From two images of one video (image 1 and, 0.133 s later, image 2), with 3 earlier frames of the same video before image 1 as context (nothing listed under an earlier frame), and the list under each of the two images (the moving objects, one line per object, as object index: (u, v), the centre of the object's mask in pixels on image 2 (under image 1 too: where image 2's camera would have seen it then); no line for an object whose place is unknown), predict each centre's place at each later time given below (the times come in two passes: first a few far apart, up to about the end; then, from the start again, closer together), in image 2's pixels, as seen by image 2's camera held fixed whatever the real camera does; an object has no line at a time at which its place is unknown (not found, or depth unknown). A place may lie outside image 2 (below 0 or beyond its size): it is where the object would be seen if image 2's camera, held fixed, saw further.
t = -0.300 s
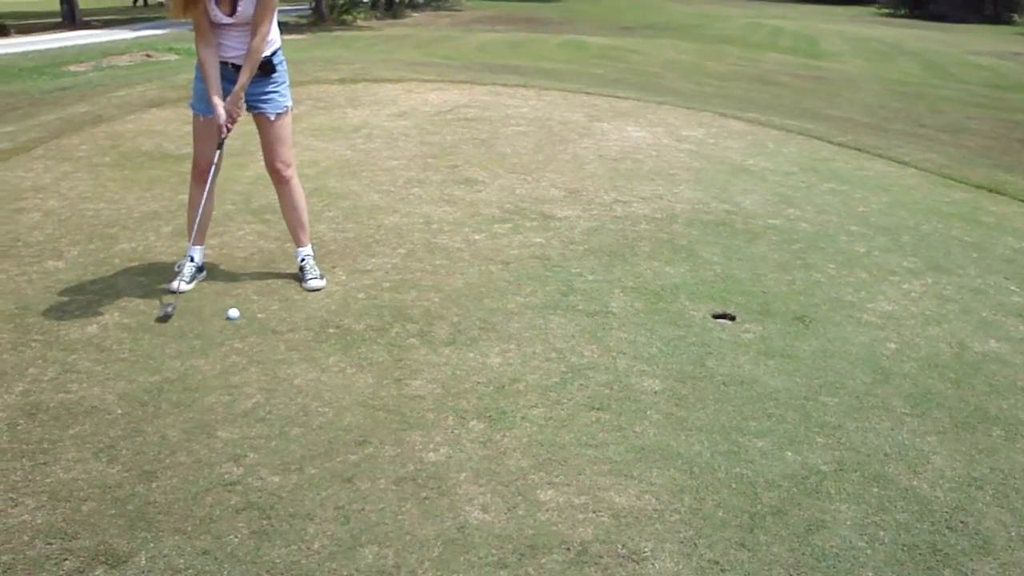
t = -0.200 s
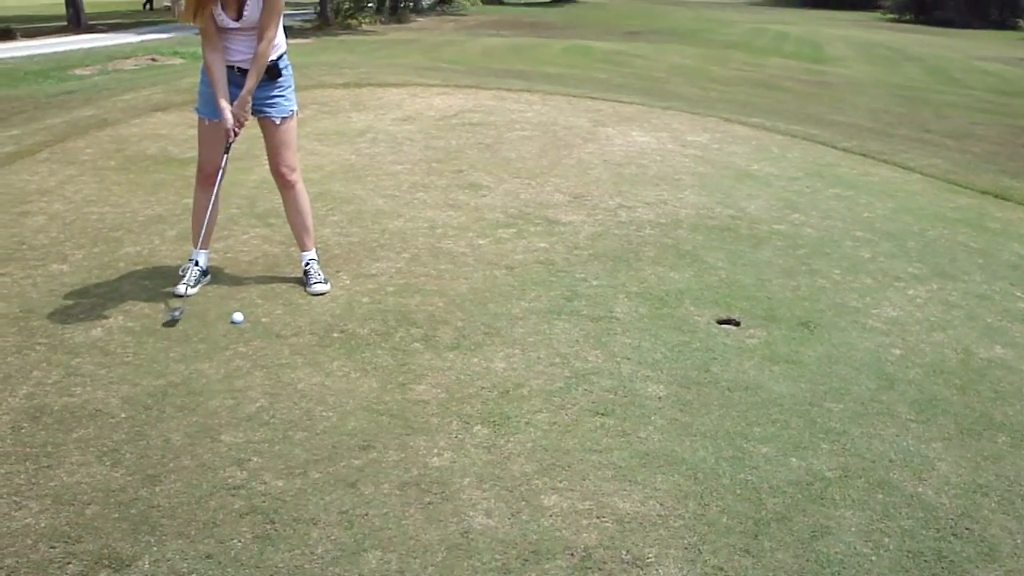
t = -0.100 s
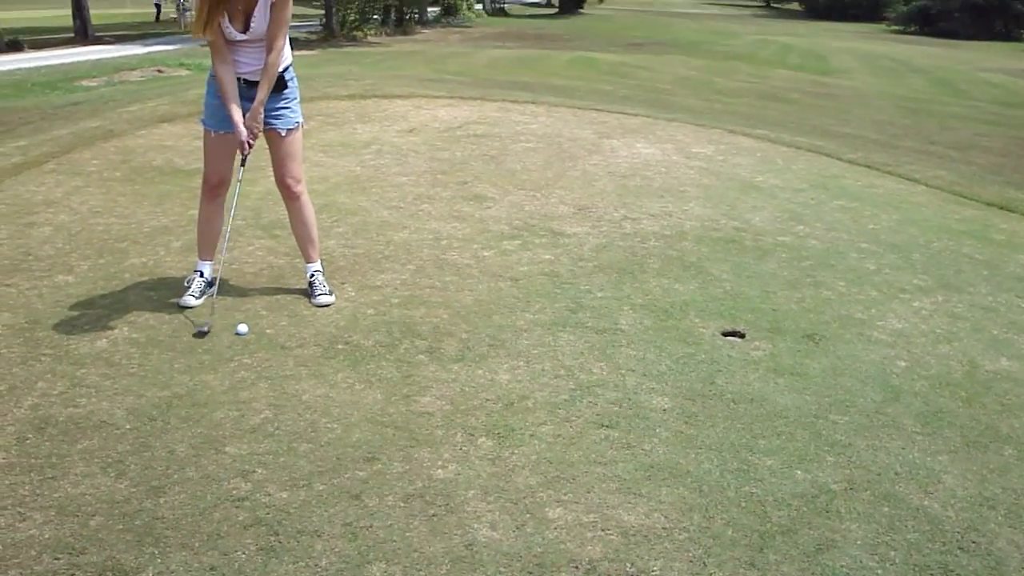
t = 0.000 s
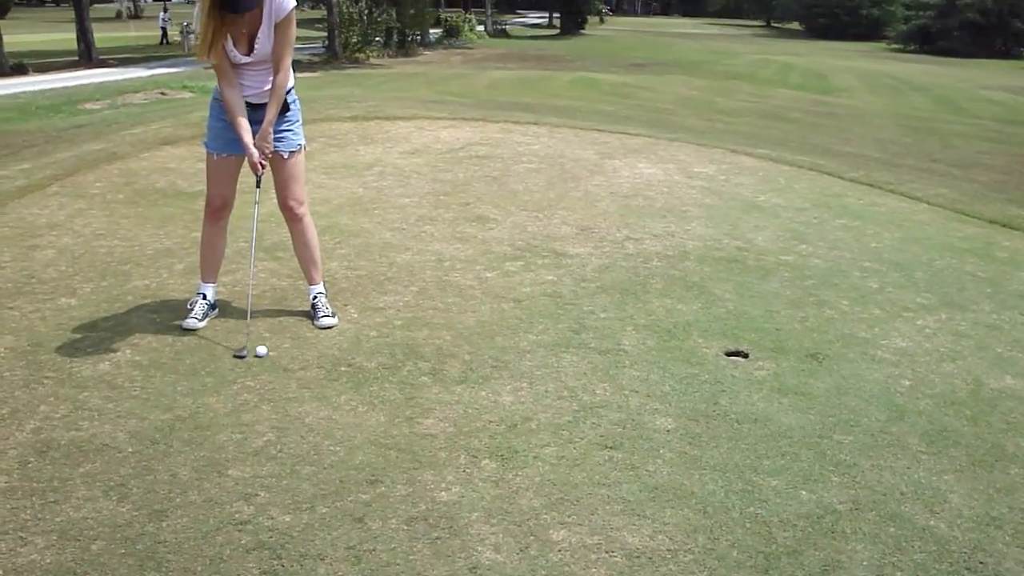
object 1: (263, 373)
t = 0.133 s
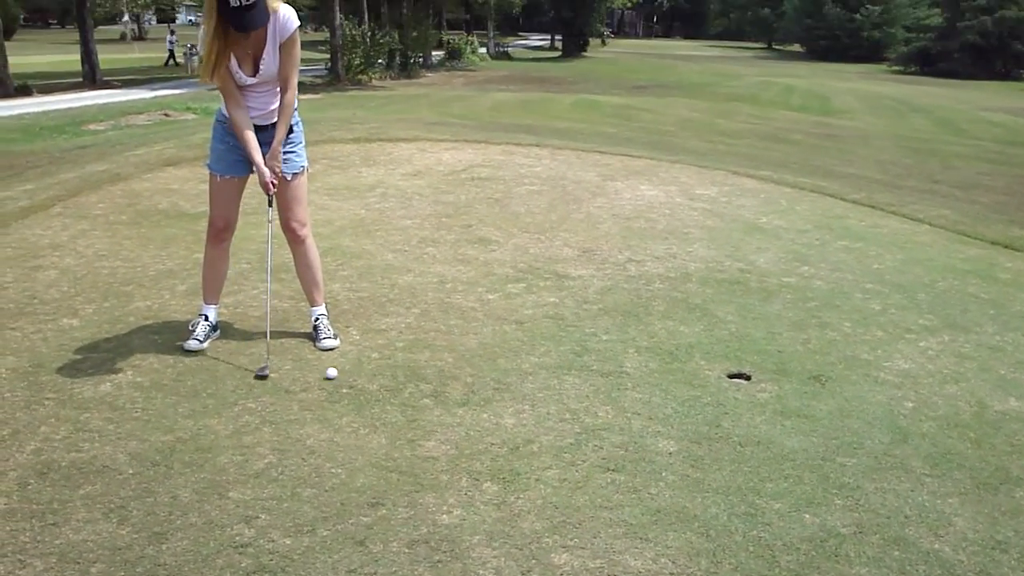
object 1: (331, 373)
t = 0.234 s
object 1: (371, 374)
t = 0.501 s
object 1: (466, 376)
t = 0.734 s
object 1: (536, 376)
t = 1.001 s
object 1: (600, 377)
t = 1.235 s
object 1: (644, 377)
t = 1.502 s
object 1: (682, 377)
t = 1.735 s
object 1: (703, 378)
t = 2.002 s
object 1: (716, 380)
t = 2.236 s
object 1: (717, 381)
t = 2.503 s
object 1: (717, 381)
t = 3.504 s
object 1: (716, 381)
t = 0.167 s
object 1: (346, 375)
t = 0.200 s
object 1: (359, 374)
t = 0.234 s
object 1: (371, 374)
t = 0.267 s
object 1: (384, 376)
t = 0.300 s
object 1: (396, 375)
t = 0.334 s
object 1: (409, 375)
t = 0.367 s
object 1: (421, 375)
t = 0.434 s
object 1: (443, 375)
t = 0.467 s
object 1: (455, 376)
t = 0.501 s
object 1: (466, 376)
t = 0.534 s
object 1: (476, 375)
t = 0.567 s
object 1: (487, 376)
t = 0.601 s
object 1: (497, 376)
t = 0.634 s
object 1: (507, 376)
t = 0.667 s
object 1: (517, 377)
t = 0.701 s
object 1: (526, 376)
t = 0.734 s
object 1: (536, 376)
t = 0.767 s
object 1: (544, 375)
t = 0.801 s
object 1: (553, 376)
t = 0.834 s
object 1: (561, 376)
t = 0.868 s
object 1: (569, 376)
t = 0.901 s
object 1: (577, 377)
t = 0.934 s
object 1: (584, 377)
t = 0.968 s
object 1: (592, 377)
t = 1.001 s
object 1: (600, 377)
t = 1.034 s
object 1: (607, 378)
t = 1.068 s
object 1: (614, 377)
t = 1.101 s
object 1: (620, 377)
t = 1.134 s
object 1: (626, 377)
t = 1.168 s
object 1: (632, 377)
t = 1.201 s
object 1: (638, 377)
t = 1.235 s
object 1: (644, 377)
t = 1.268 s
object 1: (650, 376)
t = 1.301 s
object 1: (655, 377)
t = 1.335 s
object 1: (660, 377)
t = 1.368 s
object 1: (665, 377)
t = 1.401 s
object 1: (670, 377)
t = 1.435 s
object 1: (674, 377)
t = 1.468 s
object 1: (678, 377)
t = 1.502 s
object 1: (682, 377)
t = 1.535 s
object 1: (686, 377)
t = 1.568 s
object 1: (689, 377)
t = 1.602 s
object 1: (692, 377)
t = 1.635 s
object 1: (695, 378)
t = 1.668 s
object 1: (698, 378)
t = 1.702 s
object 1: (701, 378)
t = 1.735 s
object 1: (703, 378)
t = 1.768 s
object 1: (705, 379)
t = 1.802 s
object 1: (708, 379)
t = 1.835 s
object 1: (709, 379)
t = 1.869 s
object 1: (711, 379)
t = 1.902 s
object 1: (713, 379)
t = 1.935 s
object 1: (714, 380)
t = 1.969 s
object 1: (715, 380)
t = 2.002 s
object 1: (716, 380)
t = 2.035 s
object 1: (716, 380)
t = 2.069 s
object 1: (717, 380)
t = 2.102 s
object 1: (717, 380)
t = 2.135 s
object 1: (717, 381)
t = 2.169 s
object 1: (718, 381)
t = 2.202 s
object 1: (717, 381)
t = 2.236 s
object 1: (717, 381)
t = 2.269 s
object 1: (717, 381)
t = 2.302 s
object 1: (717, 381)
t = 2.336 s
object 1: (717, 381)
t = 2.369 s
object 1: (717, 381)
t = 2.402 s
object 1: (717, 381)
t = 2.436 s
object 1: (717, 381)
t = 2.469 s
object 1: (717, 381)
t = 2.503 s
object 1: (717, 381)
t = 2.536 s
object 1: (717, 381)
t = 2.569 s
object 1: (717, 381)
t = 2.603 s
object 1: (717, 381)
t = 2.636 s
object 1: (717, 381)
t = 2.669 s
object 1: (717, 381)
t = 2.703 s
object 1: (717, 381)
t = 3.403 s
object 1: (716, 381)
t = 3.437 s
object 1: (716, 381)
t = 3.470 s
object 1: (716, 381)
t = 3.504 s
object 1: (716, 381)
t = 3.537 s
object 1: (716, 381)
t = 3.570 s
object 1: (716, 381)
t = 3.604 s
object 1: (715, 381)
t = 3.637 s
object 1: (716, 381)
